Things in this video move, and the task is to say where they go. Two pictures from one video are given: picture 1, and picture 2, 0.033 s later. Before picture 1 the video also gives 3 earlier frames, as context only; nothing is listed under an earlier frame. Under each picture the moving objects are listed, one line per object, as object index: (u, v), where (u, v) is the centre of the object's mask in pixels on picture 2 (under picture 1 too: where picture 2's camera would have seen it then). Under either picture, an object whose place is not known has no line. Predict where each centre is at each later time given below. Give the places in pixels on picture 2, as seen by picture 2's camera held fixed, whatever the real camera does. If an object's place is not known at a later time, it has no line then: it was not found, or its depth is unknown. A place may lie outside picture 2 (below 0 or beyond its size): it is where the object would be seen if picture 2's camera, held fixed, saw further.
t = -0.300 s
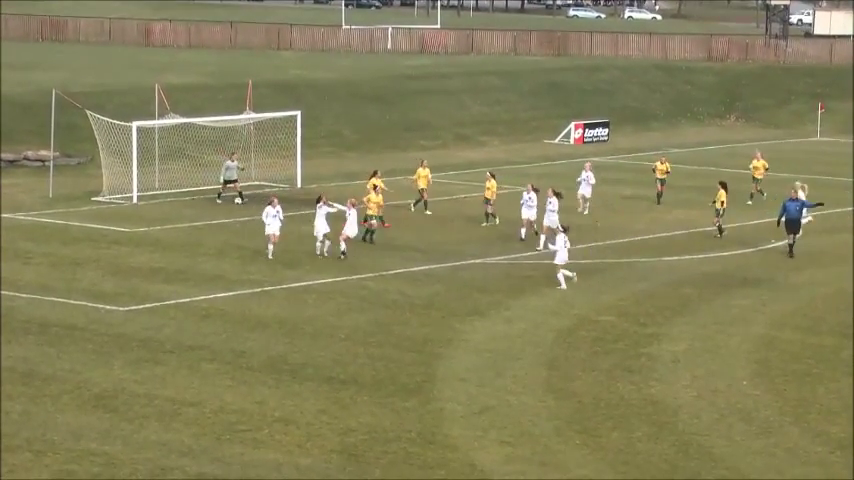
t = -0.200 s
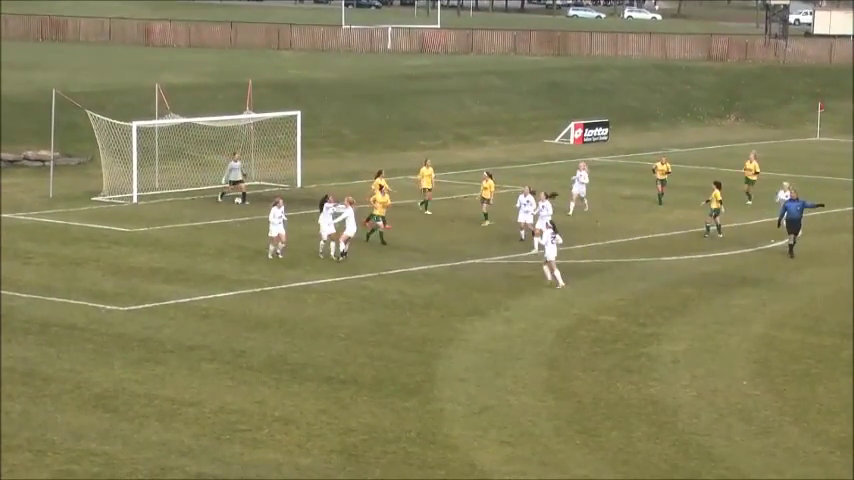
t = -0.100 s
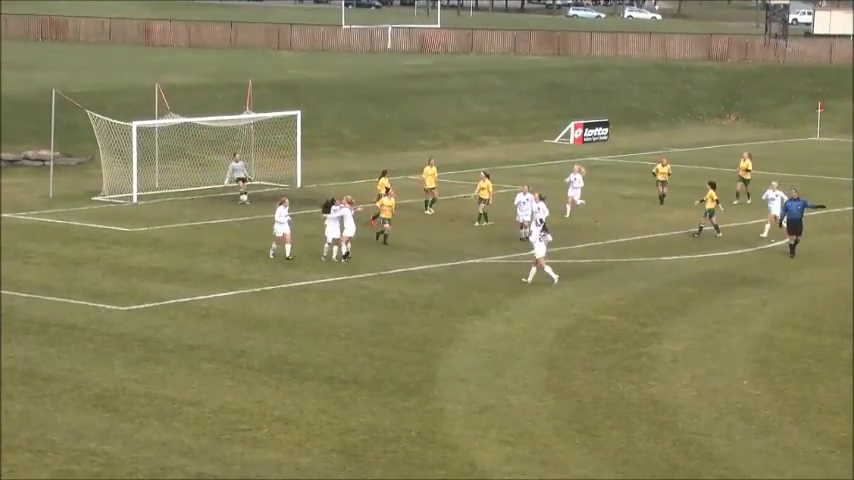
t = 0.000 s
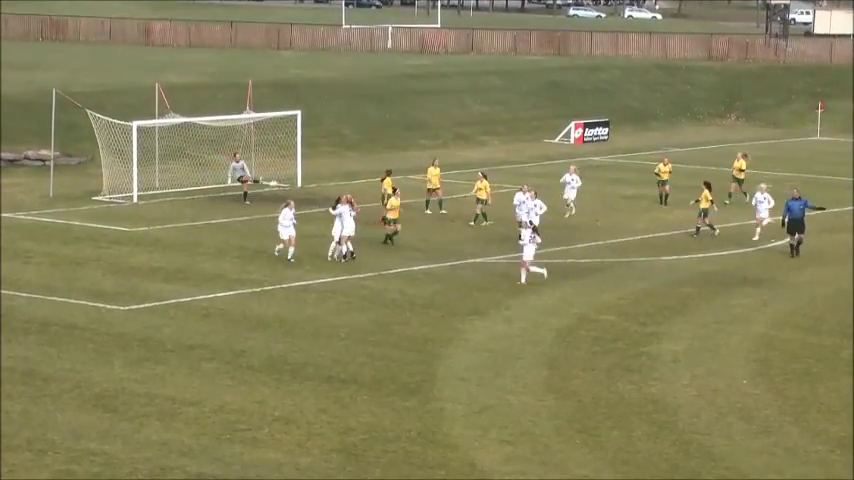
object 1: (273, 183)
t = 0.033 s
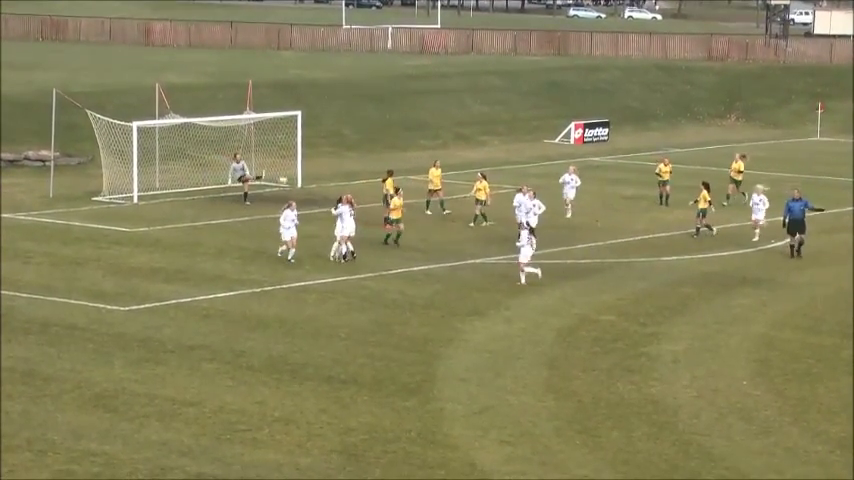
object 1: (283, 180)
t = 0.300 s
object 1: (360, 156)
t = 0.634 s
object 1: (458, 149)
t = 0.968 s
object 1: (558, 172)
